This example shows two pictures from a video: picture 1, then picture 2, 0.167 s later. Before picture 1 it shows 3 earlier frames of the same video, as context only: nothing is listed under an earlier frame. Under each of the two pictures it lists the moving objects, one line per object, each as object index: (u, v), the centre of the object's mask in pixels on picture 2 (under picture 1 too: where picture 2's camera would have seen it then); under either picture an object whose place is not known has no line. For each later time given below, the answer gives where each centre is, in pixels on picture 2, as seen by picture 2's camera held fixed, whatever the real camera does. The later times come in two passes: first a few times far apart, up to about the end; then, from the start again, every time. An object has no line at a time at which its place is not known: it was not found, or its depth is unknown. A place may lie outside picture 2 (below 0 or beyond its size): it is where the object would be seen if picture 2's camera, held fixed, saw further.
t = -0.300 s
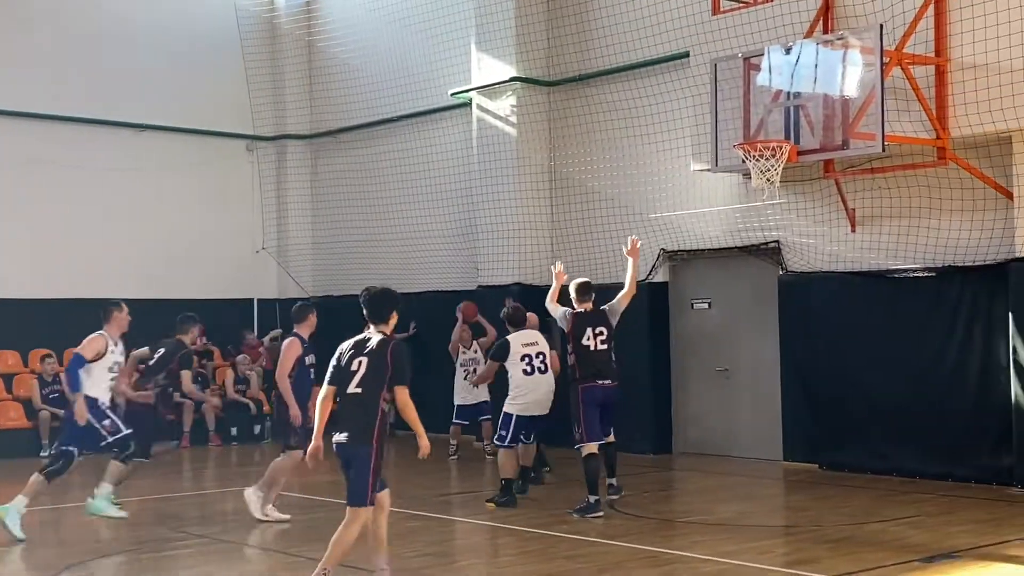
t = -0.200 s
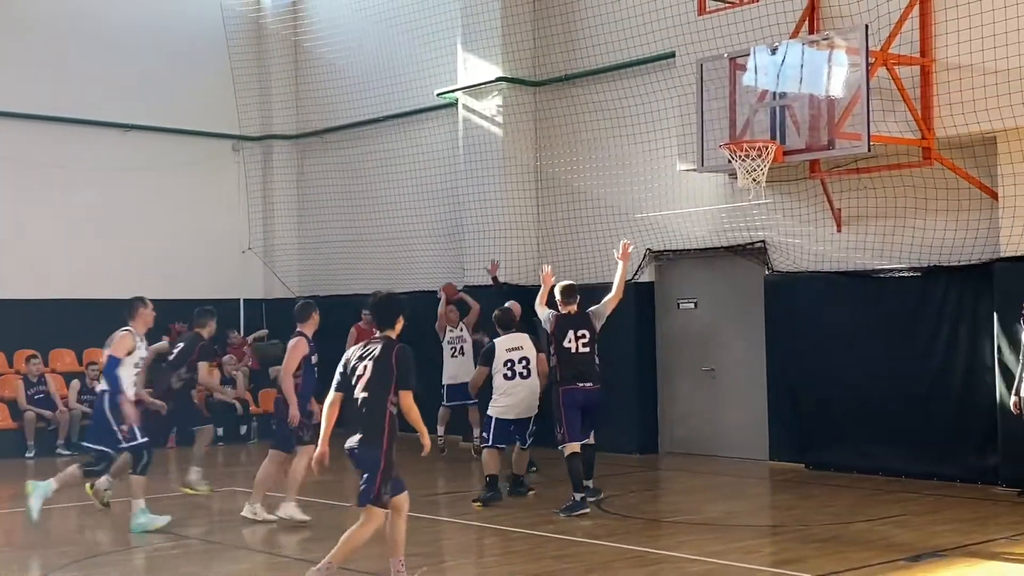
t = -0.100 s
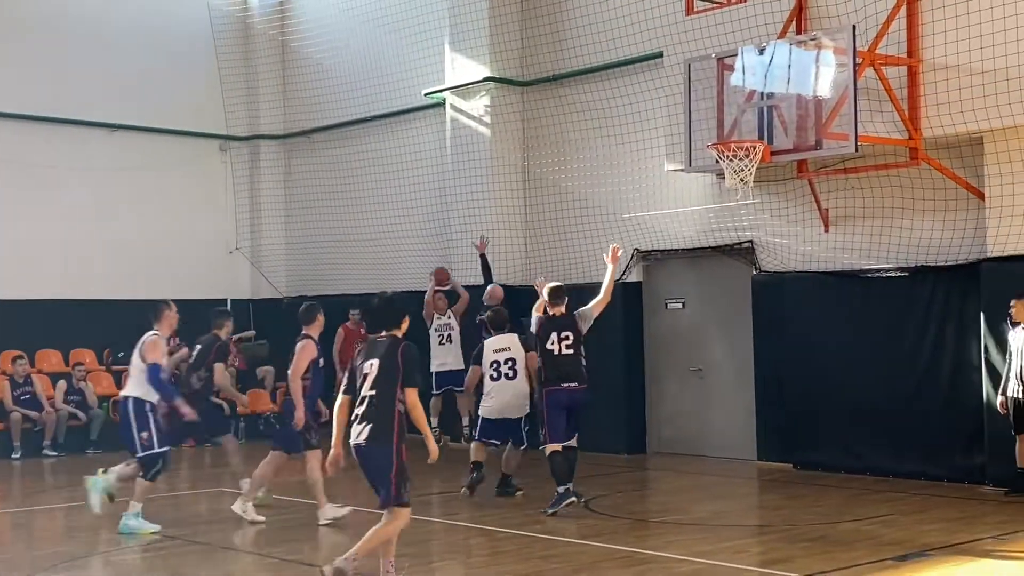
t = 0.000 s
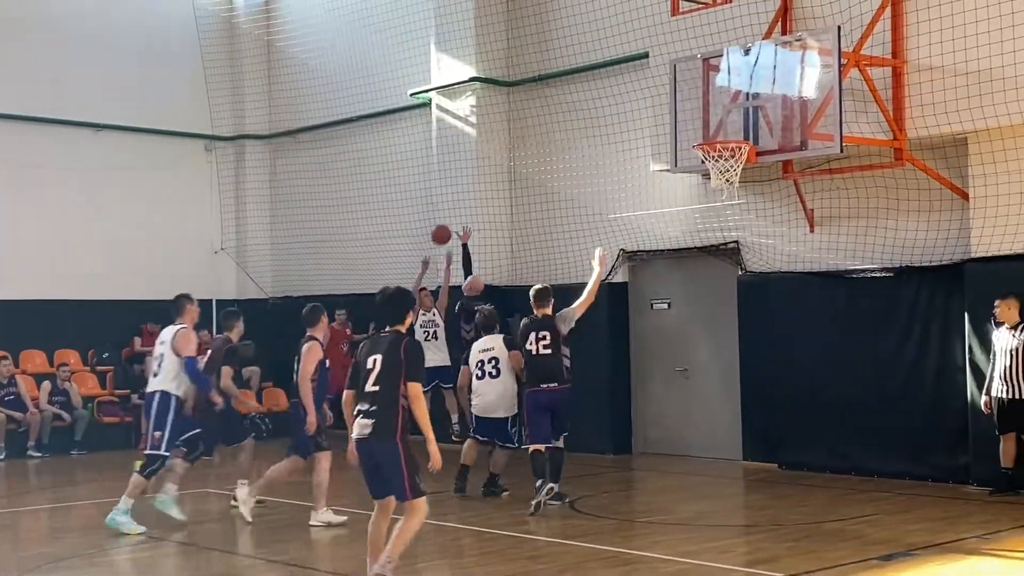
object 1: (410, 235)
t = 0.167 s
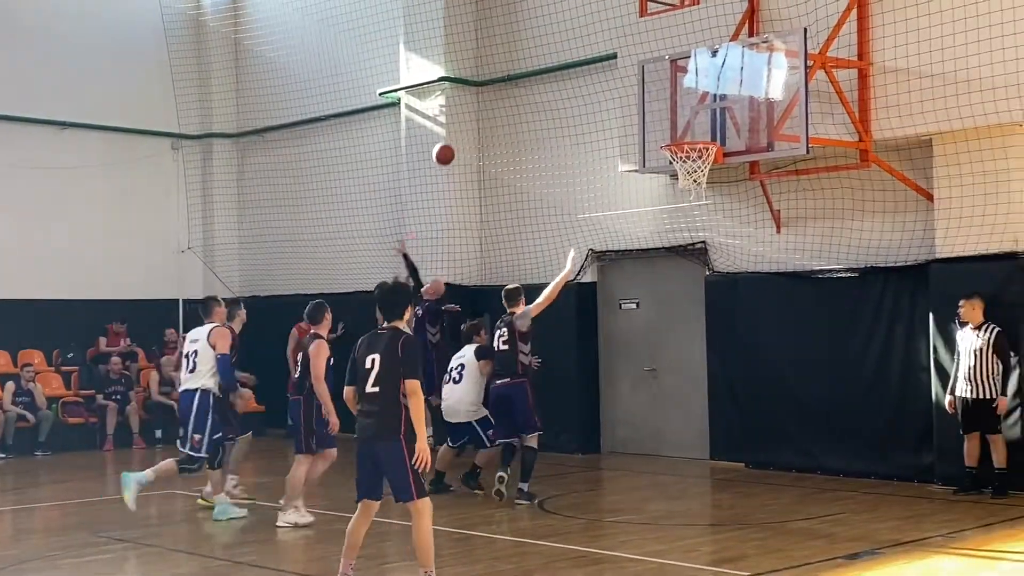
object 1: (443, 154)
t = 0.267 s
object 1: (465, 116)
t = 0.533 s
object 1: (528, 51)
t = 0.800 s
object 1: (601, 52)
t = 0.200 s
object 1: (450, 140)
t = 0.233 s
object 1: (457, 127)
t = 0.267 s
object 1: (465, 116)
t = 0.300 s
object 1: (474, 104)
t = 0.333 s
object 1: (481, 94)
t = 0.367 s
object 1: (488, 85)
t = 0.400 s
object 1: (497, 76)
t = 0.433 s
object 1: (504, 69)
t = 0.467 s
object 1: (512, 62)
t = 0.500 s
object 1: (520, 56)
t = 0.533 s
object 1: (528, 51)
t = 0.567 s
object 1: (537, 47)
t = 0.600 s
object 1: (545, 45)
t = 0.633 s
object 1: (554, 43)
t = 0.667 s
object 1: (563, 42)
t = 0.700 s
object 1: (572, 43)
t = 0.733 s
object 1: (581, 45)
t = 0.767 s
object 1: (592, 48)
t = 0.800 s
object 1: (601, 52)
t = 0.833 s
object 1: (611, 57)
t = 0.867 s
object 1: (622, 64)
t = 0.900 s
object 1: (632, 72)
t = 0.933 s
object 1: (643, 81)
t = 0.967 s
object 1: (654, 92)
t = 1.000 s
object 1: (664, 105)
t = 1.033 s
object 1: (676, 119)
